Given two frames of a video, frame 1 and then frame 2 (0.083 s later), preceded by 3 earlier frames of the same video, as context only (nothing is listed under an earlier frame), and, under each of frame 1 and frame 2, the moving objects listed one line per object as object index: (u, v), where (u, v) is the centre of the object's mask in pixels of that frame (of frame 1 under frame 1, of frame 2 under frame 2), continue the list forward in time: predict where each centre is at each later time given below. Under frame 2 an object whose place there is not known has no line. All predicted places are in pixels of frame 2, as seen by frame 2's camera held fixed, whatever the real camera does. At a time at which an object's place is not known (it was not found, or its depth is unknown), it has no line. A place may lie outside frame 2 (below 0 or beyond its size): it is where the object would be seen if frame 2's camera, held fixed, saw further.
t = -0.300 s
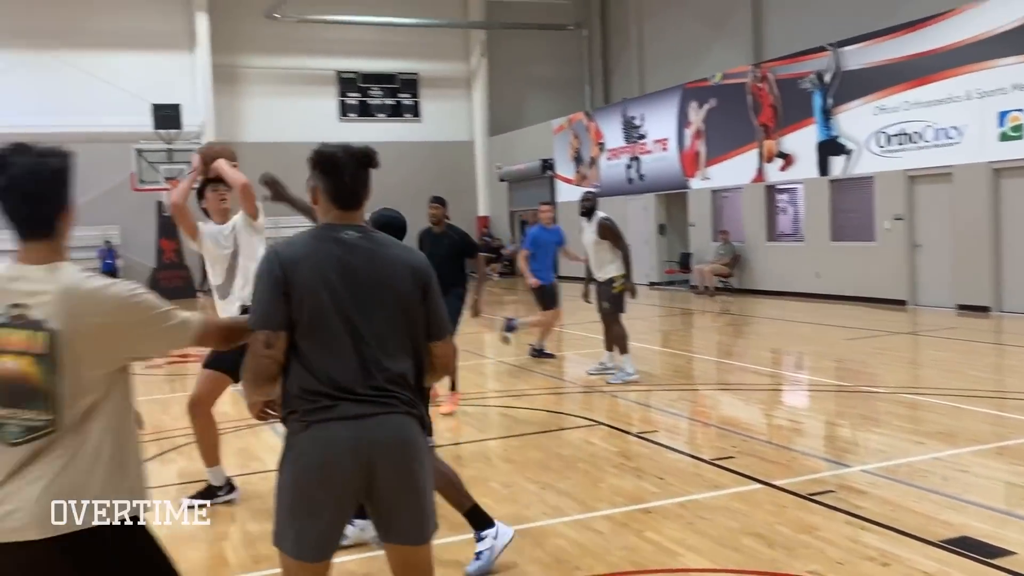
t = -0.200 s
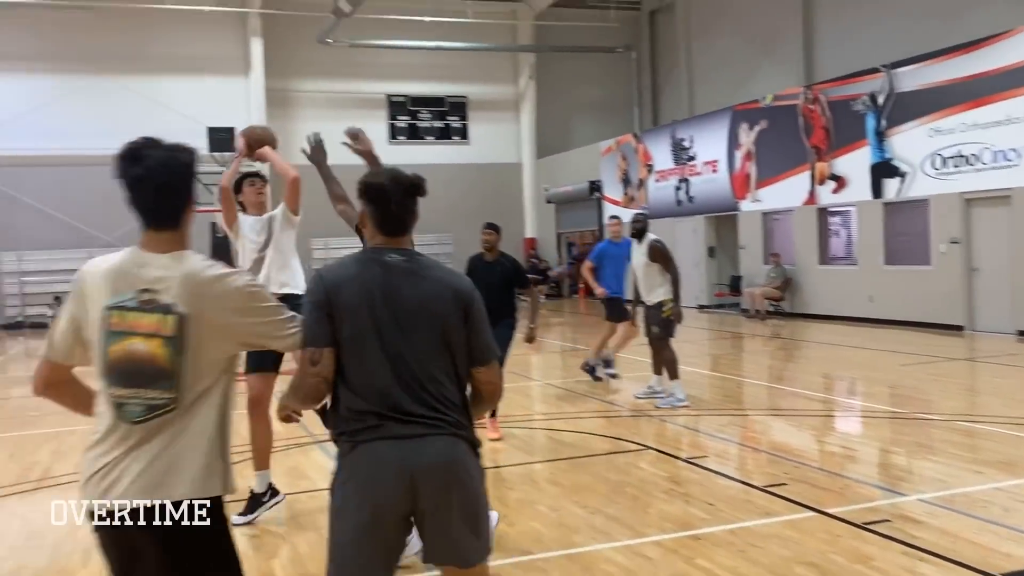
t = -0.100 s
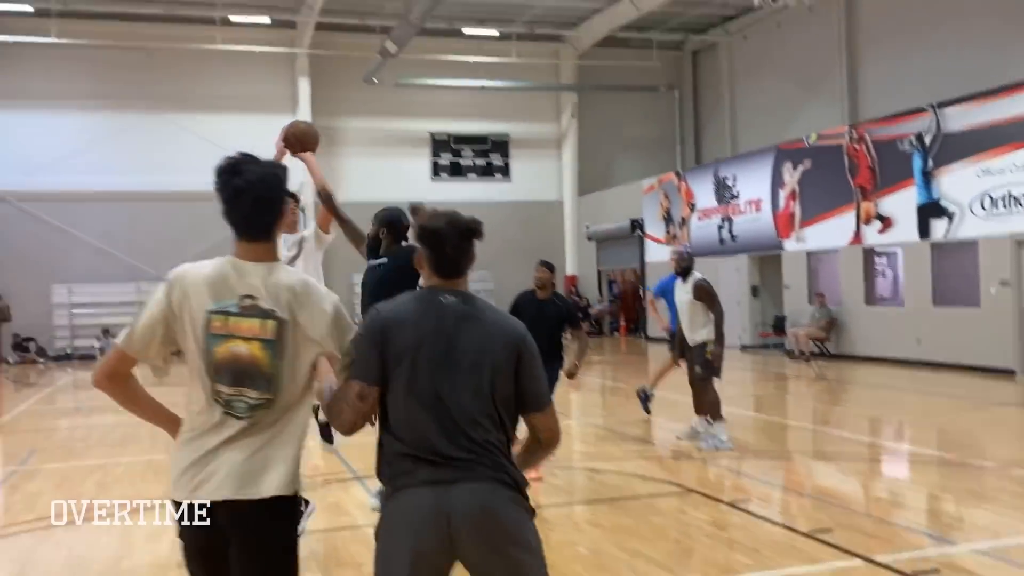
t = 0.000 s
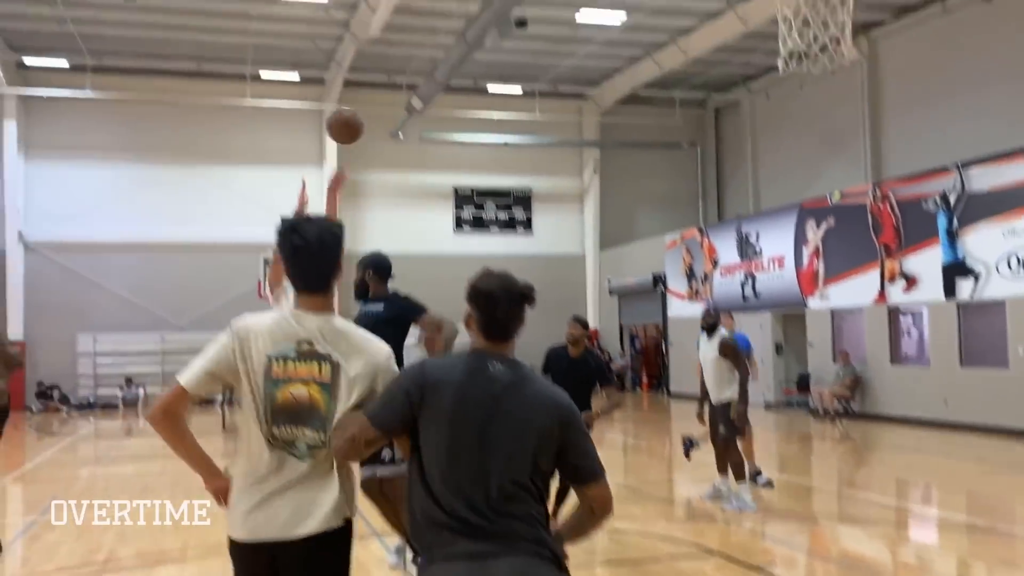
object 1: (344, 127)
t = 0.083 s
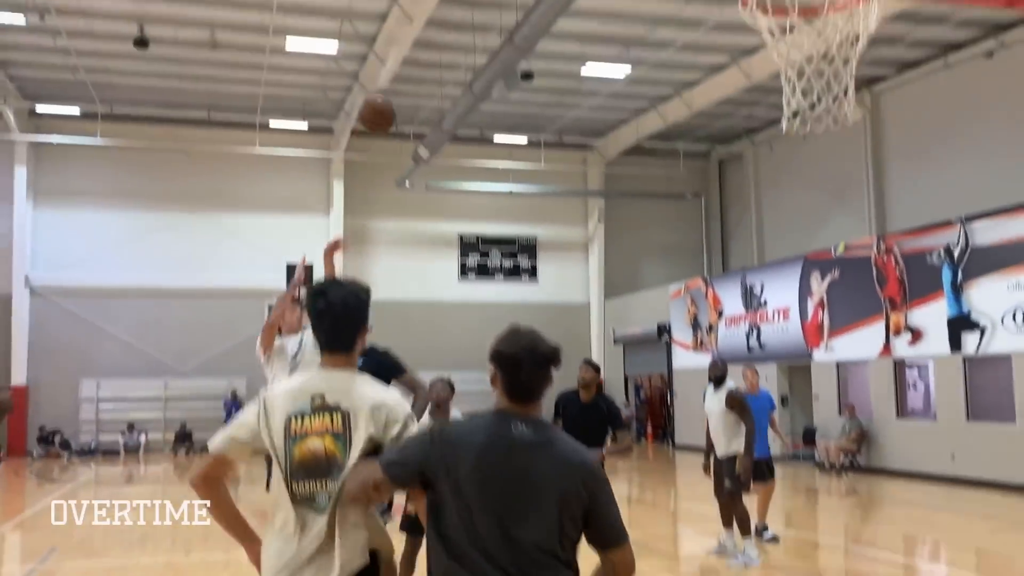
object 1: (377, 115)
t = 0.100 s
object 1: (382, 105)
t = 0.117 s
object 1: (387, 93)
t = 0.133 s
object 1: (393, 82)
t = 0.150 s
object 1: (398, 71)
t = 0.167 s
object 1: (405, 61)
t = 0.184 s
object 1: (410, 52)
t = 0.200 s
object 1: (415, 41)
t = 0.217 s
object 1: (421, 33)
